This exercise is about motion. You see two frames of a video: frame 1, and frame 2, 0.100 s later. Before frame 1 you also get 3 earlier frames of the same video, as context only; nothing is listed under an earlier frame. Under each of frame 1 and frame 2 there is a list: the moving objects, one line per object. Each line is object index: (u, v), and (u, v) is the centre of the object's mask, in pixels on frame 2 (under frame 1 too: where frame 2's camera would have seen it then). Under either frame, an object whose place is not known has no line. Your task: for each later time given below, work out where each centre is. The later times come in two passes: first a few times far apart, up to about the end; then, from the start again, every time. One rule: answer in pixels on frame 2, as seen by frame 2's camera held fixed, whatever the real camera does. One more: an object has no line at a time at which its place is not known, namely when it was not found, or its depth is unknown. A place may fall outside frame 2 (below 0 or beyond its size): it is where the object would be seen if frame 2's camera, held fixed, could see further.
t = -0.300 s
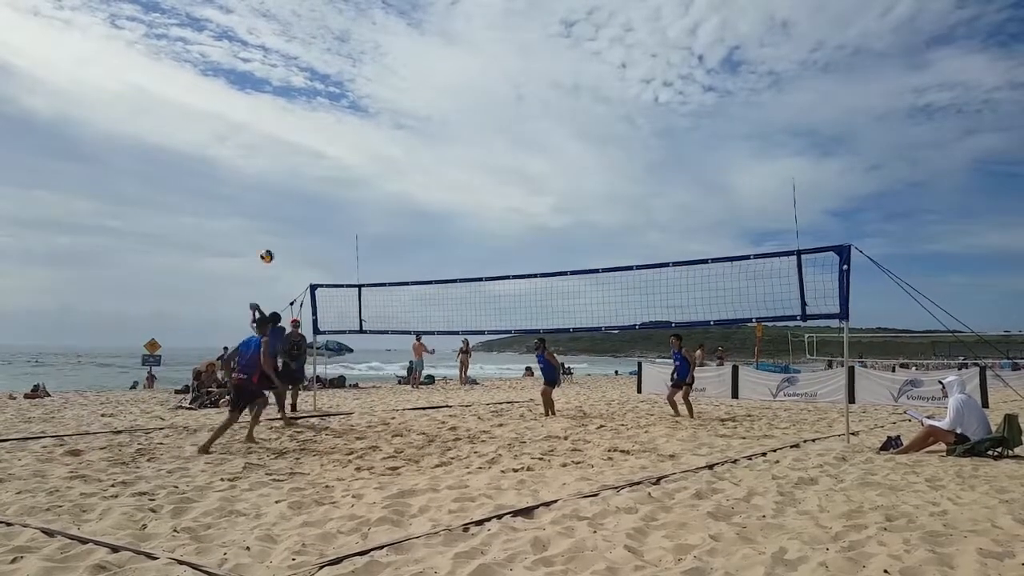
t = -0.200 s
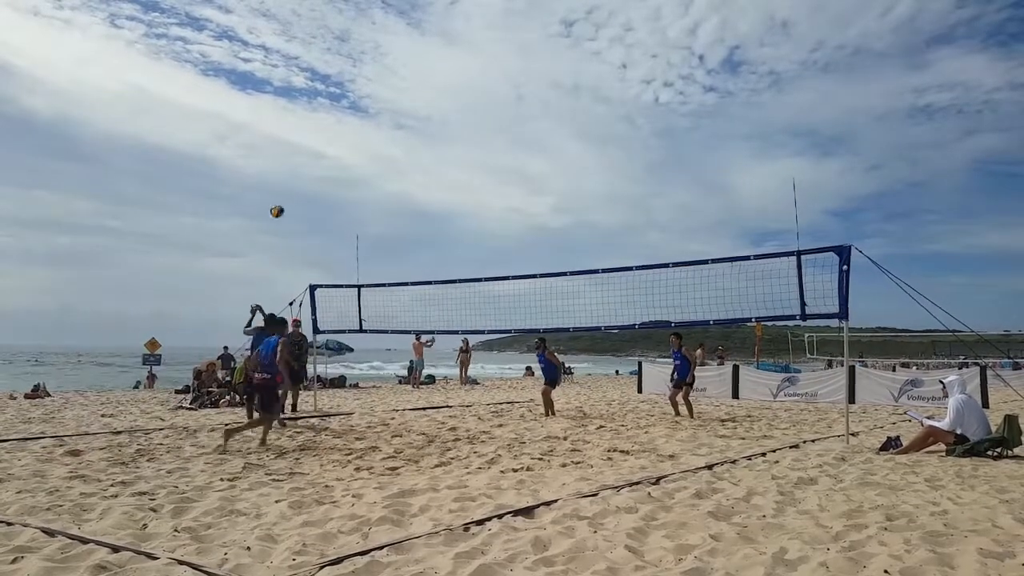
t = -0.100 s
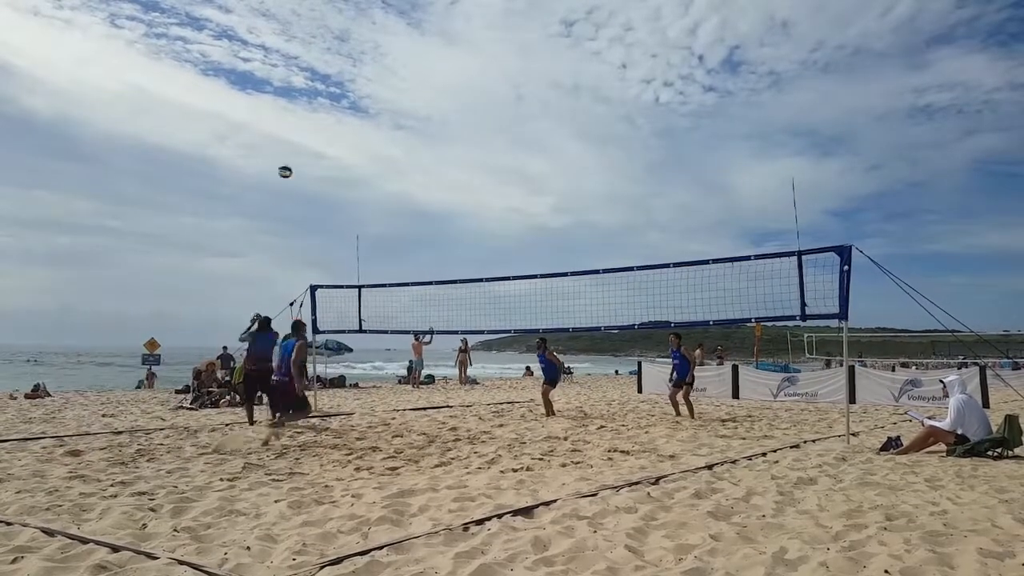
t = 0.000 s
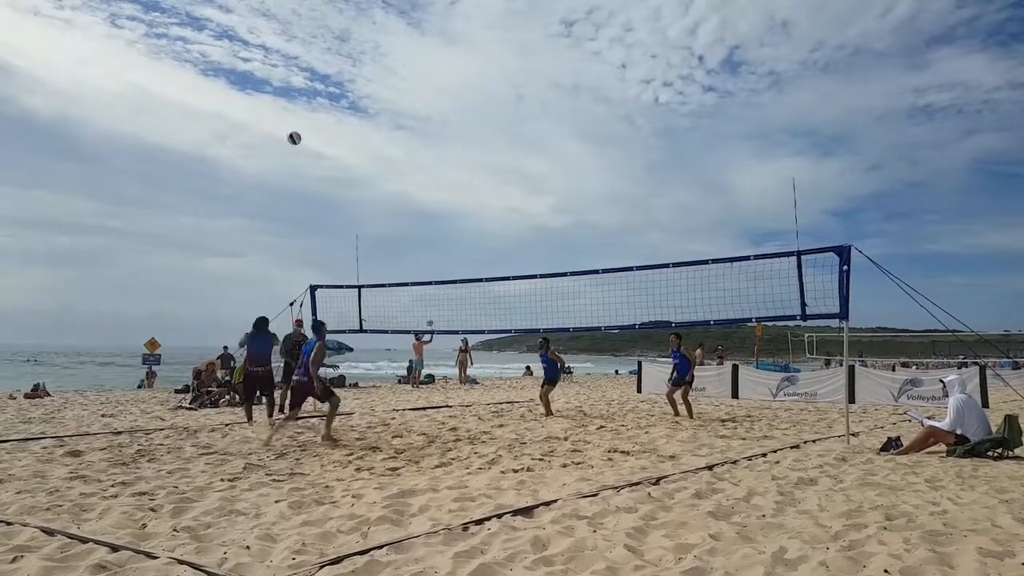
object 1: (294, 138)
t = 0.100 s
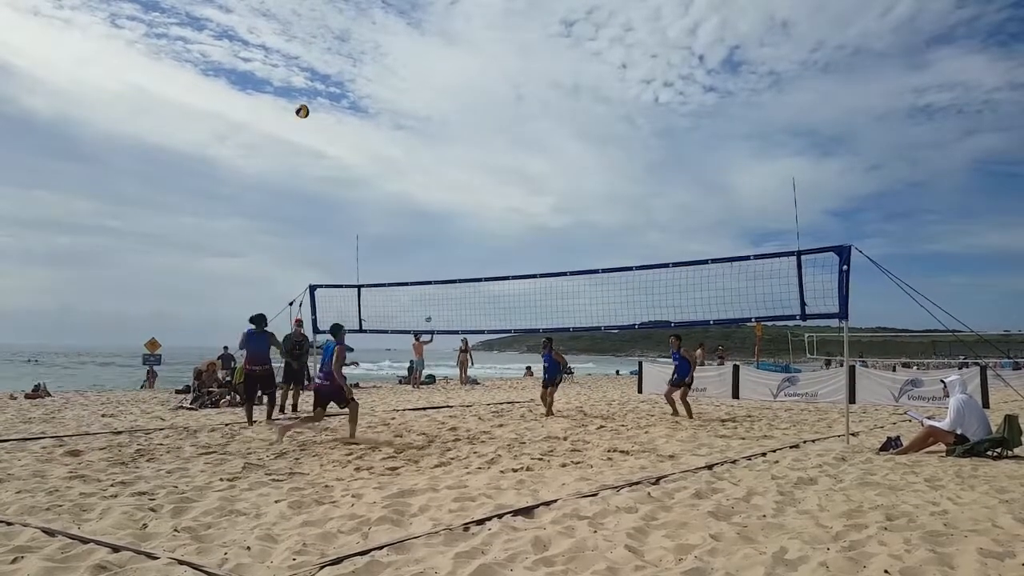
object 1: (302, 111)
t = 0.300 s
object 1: (320, 75)
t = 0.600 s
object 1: (347, 68)
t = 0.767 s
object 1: (363, 90)
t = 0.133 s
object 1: (305, 104)
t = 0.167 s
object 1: (308, 96)
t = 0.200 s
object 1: (311, 90)
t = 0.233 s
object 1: (314, 84)
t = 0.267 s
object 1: (317, 78)
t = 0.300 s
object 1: (320, 75)
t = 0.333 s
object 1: (323, 71)
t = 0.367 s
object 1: (326, 68)
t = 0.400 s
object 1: (329, 67)
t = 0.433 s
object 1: (332, 65)
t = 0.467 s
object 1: (335, 64)
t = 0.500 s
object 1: (339, 64)
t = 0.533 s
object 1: (342, 65)
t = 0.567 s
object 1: (344, 66)
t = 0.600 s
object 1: (347, 68)
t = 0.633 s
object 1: (350, 71)
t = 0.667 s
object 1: (353, 74)
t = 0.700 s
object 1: (356, 79)
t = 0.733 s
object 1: (360, 84)
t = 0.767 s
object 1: (363, 90)
